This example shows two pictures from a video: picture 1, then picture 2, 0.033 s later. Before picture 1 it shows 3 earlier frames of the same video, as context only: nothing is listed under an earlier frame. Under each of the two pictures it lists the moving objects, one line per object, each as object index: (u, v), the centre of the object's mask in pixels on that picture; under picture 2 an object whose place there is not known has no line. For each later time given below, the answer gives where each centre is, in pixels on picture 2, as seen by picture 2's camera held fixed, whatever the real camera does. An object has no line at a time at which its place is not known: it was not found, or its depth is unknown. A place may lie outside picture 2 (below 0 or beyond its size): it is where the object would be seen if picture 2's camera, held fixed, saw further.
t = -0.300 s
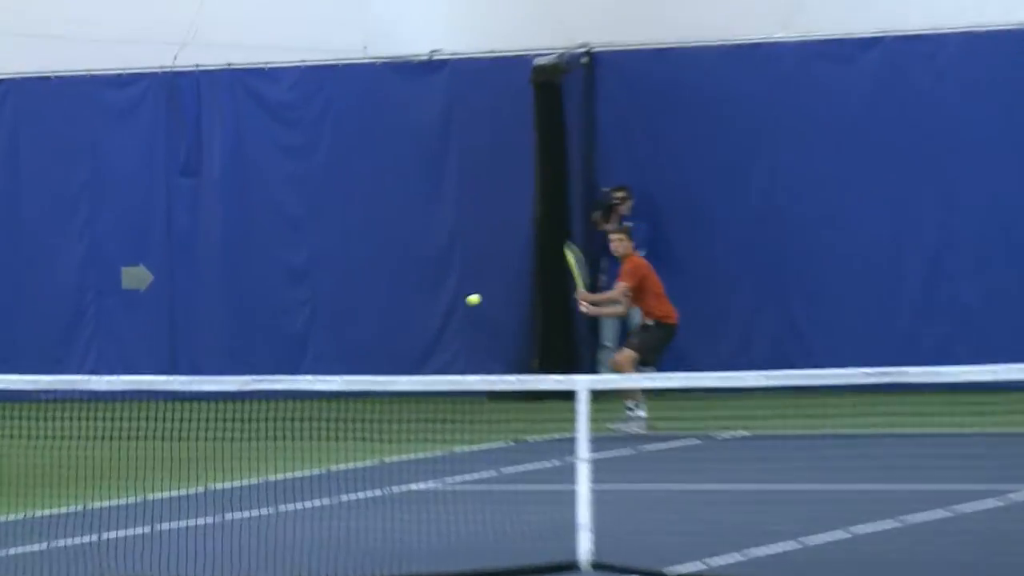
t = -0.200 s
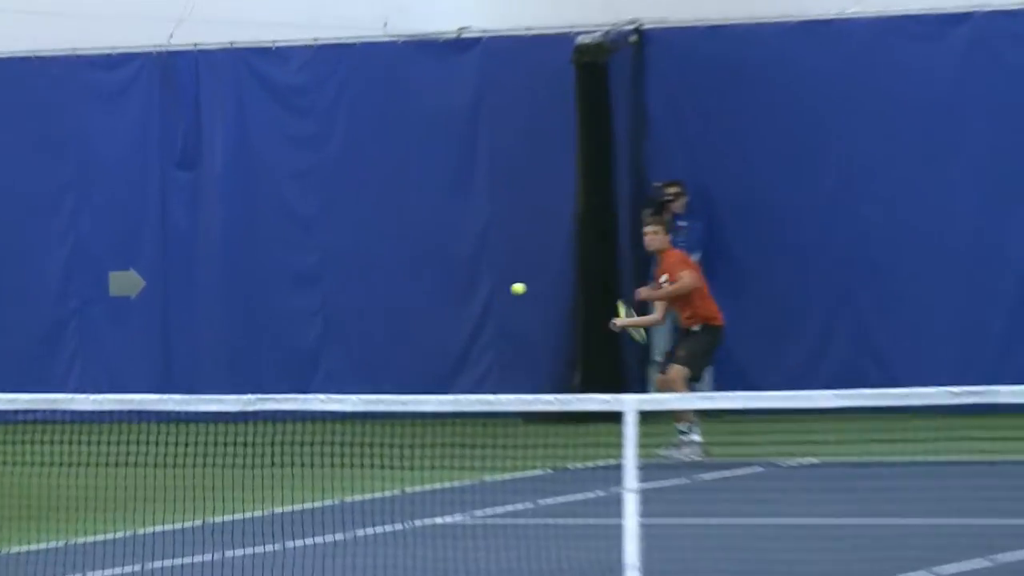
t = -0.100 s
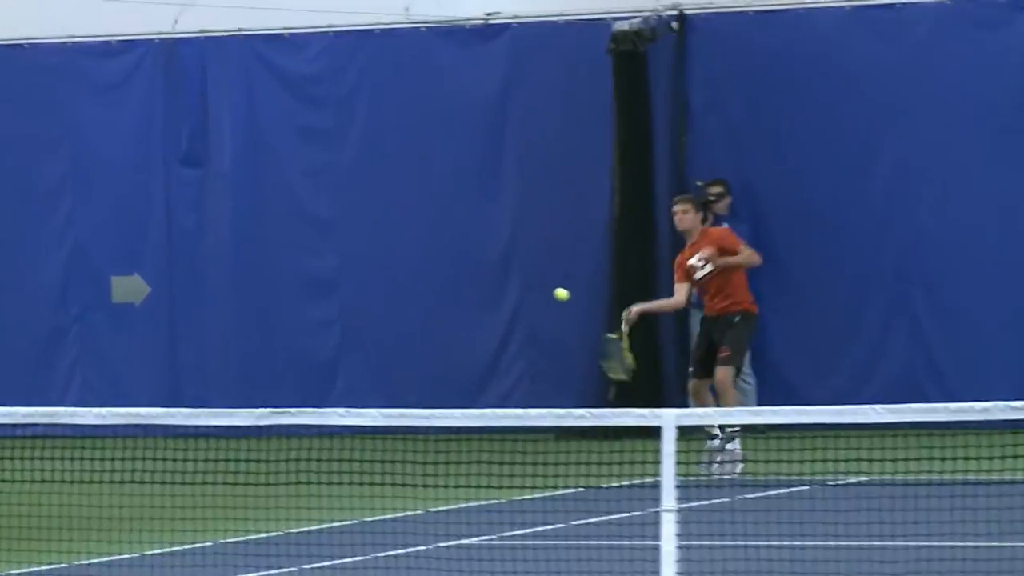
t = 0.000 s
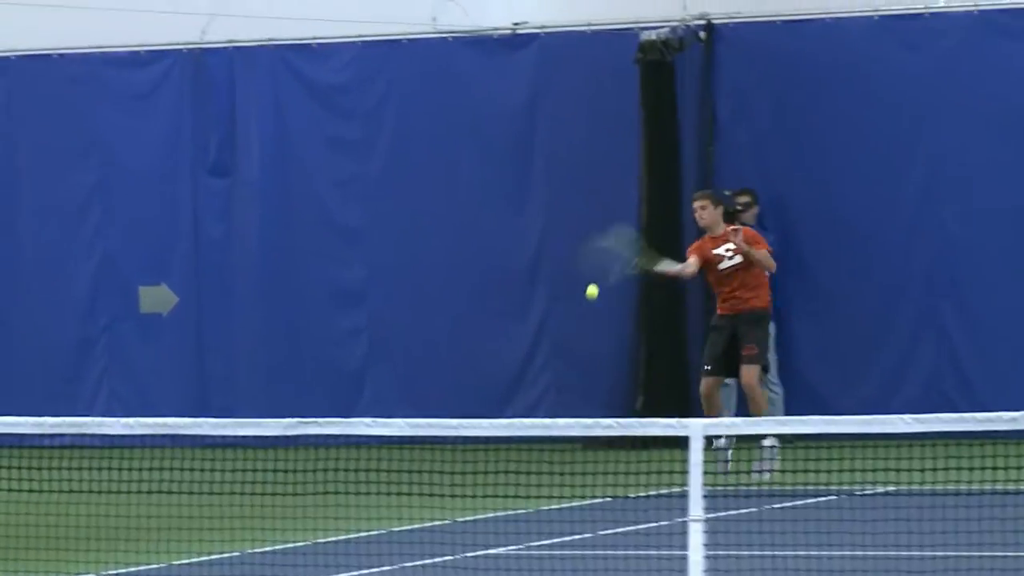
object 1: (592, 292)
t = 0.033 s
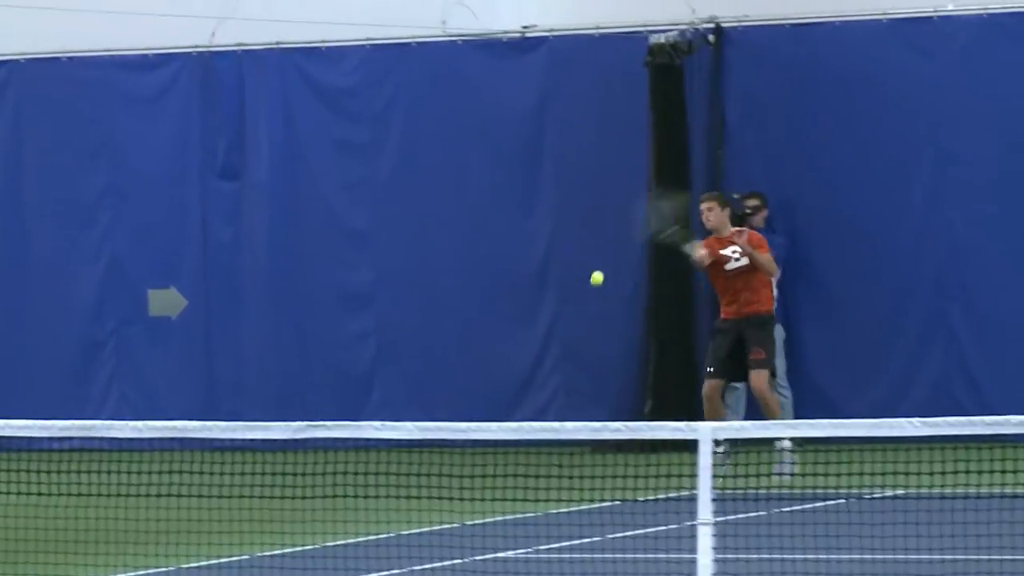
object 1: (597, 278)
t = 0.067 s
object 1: (592, 263)
